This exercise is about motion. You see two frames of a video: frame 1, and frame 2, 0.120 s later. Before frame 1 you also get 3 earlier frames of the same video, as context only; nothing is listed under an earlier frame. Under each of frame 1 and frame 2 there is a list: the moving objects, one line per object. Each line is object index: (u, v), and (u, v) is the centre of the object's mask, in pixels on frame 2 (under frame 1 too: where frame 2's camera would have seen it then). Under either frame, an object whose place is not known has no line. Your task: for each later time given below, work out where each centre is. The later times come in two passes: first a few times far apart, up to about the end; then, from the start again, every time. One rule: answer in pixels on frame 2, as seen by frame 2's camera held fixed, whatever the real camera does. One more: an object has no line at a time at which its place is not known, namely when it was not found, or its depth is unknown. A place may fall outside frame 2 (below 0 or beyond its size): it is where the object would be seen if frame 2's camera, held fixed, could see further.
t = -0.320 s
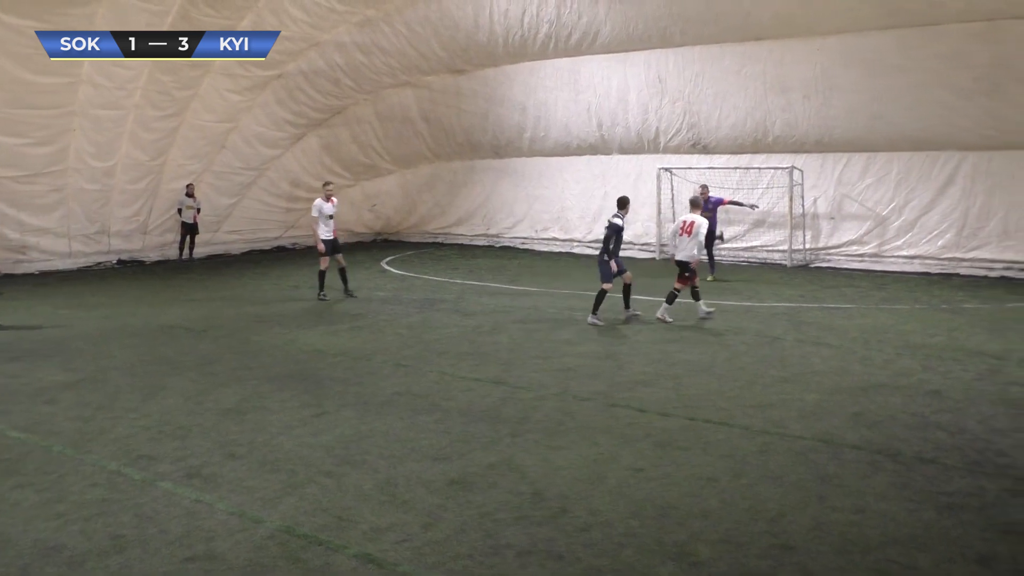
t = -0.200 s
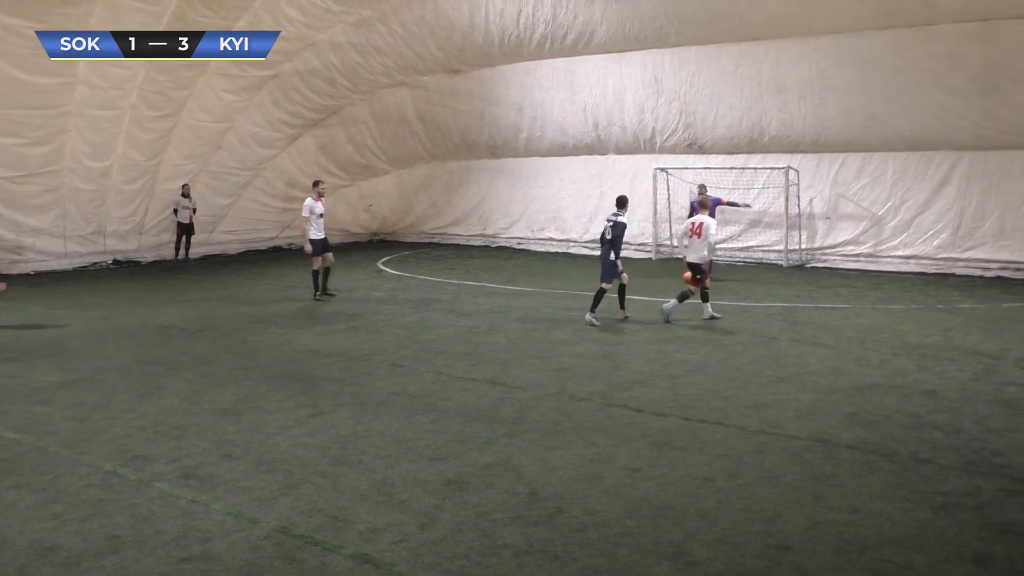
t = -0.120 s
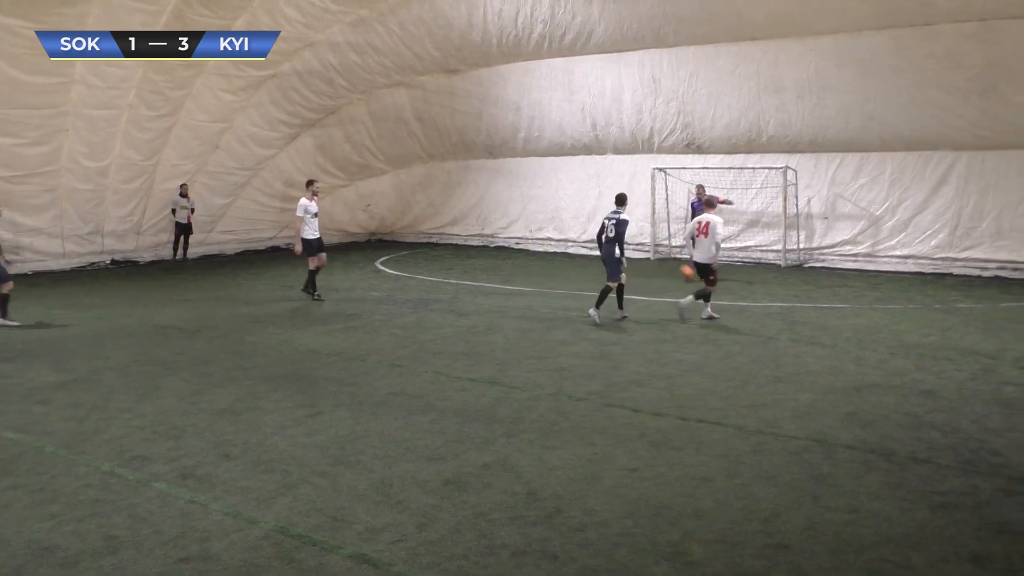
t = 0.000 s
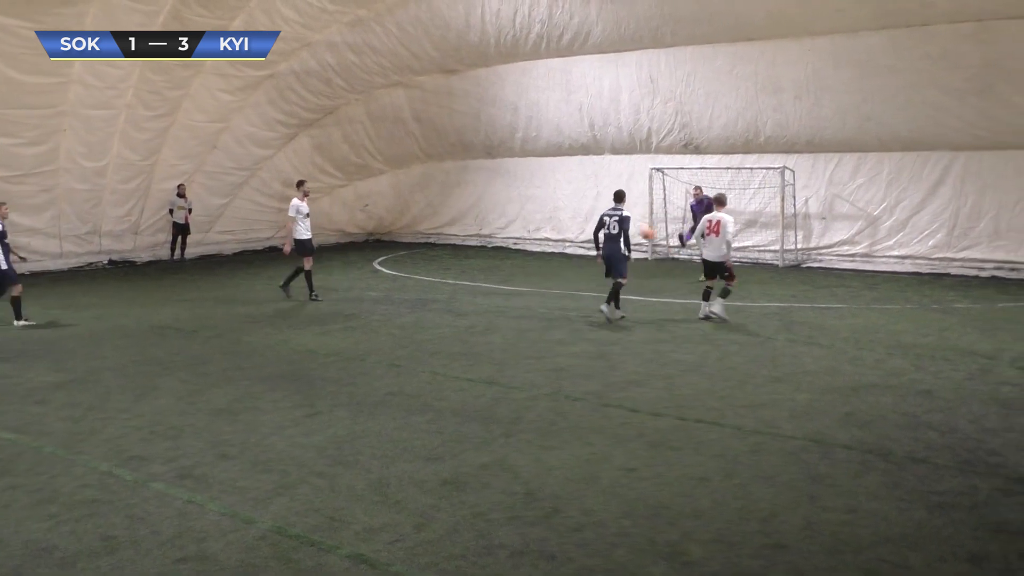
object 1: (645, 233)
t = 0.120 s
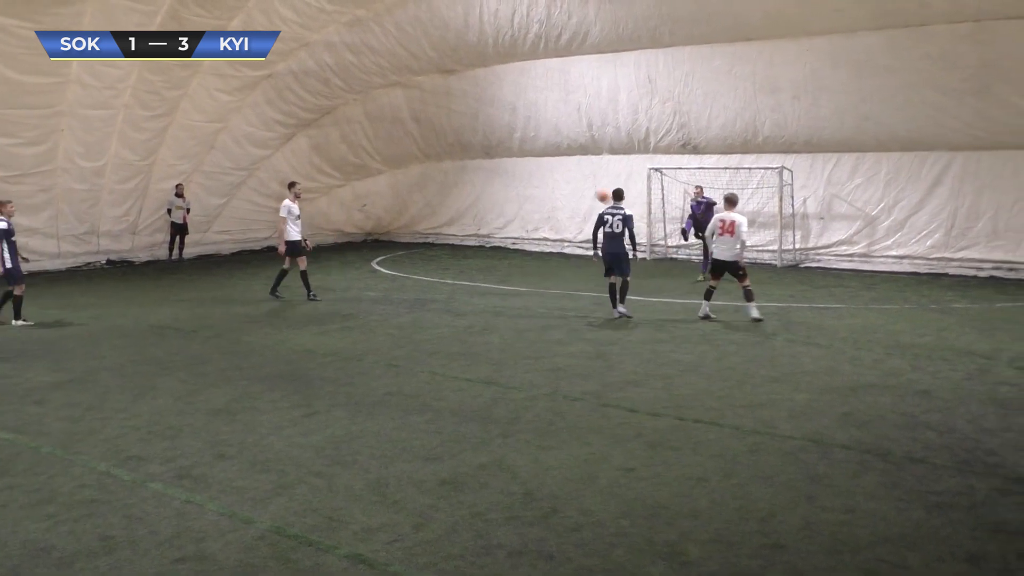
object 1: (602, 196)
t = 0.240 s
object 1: (556, 160)
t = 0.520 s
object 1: (421, 90)
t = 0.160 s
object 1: (589, 184)
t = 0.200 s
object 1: (573, 172)
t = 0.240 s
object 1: (556, 160)
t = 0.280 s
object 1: (539, 148)
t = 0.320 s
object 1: (522, 137)
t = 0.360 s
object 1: (504, 126)
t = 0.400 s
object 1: (485, 117)
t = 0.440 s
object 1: (465, 108)
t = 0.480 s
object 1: (443, 98)
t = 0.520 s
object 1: (421, 90)
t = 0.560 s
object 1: (397, 82)
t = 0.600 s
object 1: (373, 75)
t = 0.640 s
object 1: (348, 68)
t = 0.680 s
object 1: (321, 62)
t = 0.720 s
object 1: (294, 58)
